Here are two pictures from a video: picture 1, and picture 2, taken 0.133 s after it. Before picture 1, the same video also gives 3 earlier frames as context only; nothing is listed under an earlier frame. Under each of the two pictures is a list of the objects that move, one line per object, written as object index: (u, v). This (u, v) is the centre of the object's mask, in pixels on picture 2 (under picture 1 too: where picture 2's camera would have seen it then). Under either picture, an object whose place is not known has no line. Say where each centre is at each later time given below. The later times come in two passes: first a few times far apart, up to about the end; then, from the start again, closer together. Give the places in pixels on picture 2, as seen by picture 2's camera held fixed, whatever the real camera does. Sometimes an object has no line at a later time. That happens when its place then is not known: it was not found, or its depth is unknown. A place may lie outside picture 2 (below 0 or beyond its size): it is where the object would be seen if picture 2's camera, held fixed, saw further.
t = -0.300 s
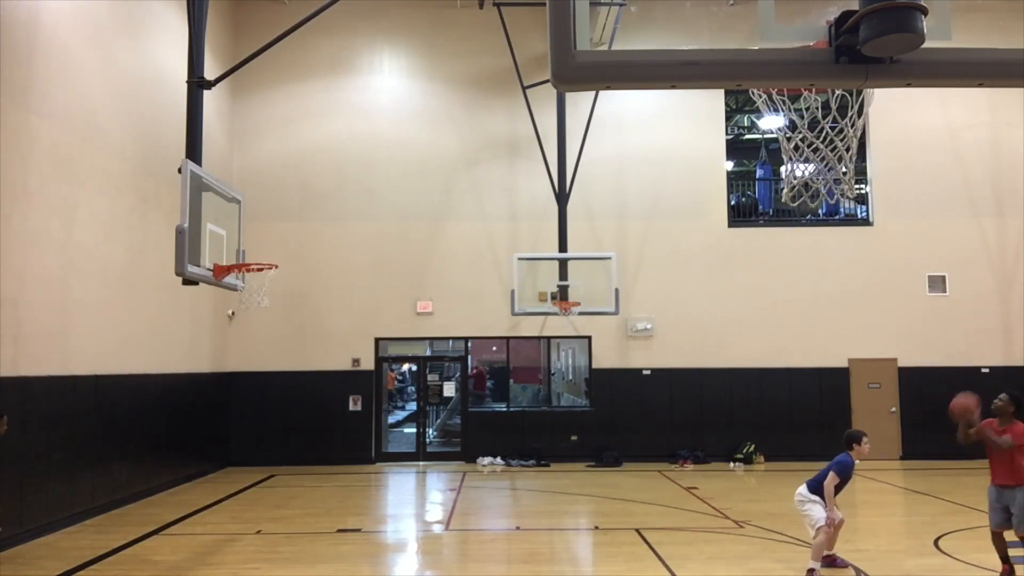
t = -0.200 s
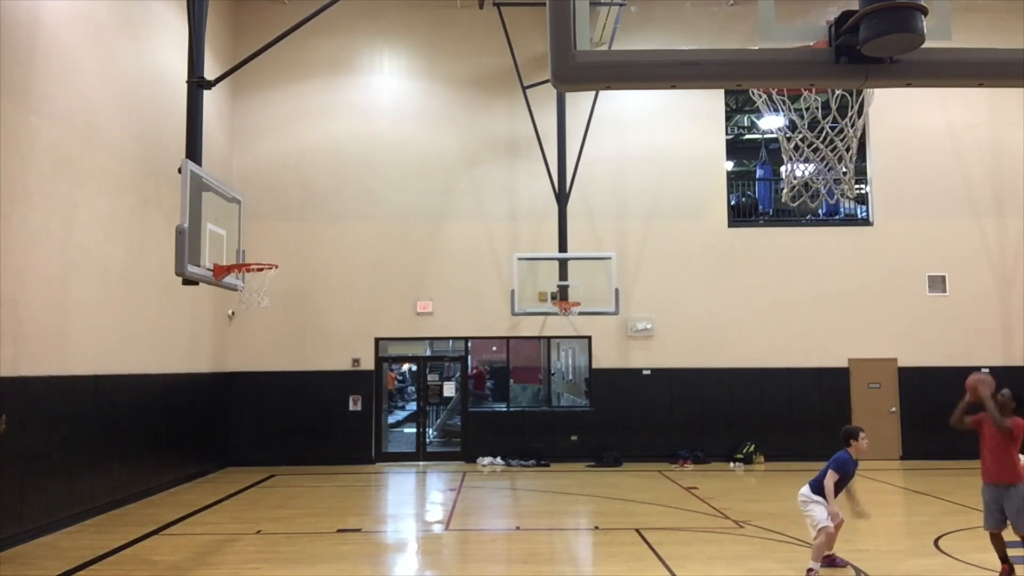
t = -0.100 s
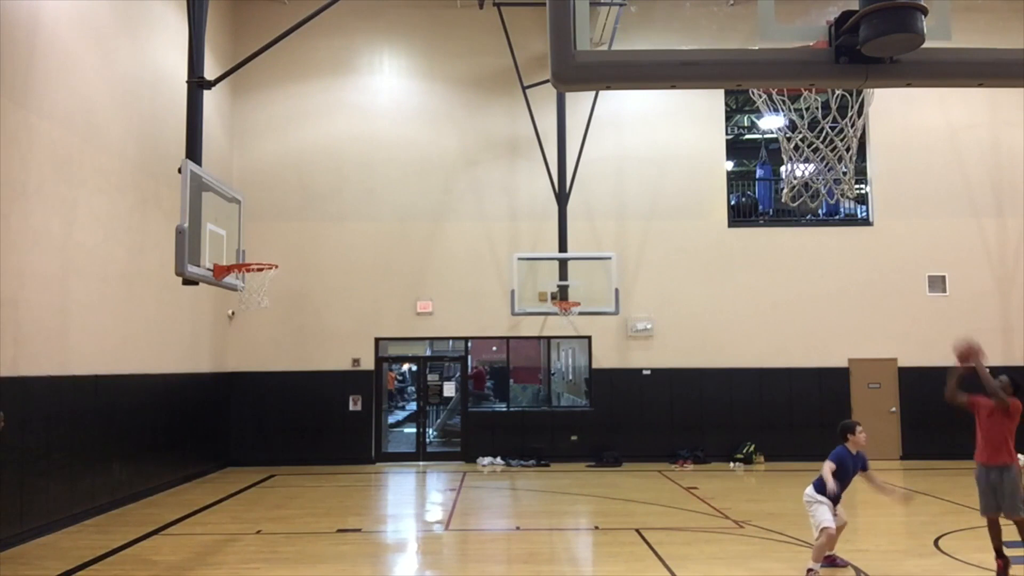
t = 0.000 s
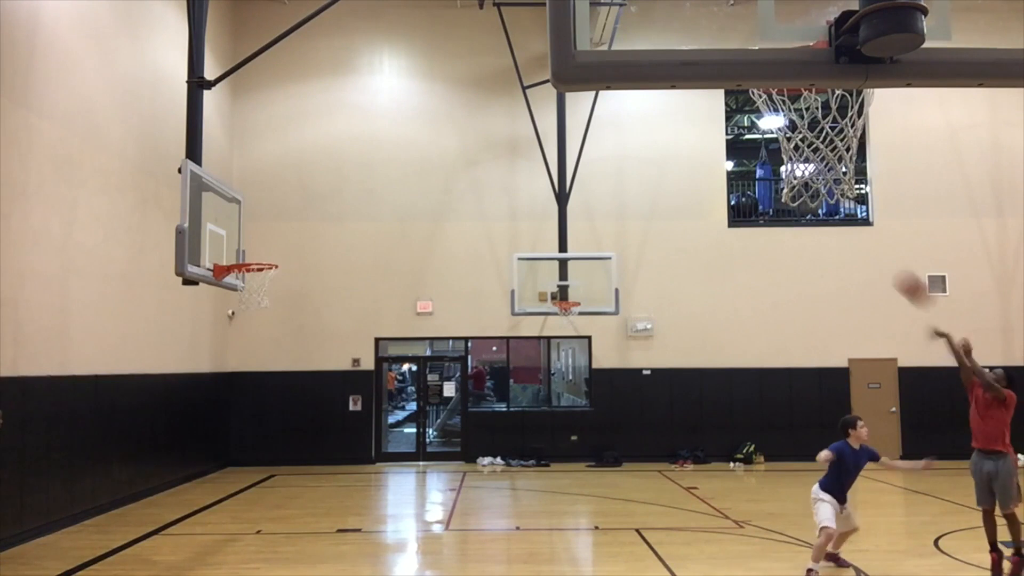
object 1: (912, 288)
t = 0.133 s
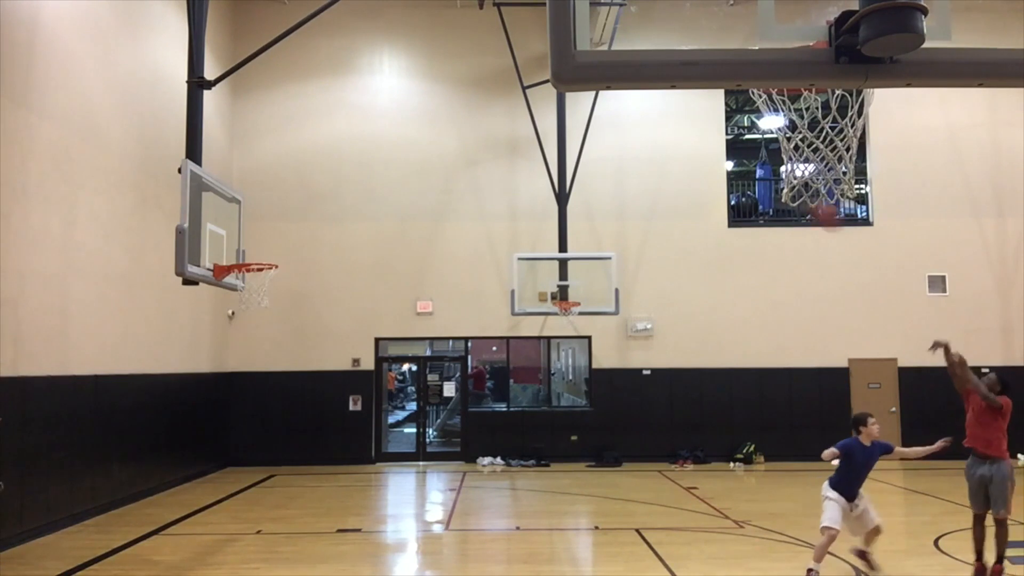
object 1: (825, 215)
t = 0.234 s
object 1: (759, 170)
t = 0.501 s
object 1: (602, 115)
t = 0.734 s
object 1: (475, 122)
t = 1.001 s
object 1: (342, 186)
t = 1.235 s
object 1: (234, 288)
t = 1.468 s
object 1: (217, 357)
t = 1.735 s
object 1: (193, 498)
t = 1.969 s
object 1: (211, 473)
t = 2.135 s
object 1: (234, 420)
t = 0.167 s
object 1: (804, 201)
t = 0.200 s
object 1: (773, 181)
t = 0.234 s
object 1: (759, 170)
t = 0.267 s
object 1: (741, 159)
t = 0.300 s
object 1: (719, 151)
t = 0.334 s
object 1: (697, 142)
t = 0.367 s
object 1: (677, 134)
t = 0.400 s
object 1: (658, 128)
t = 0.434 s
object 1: (639, 123)
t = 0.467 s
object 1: (620, 118)
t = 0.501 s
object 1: (602, 115)
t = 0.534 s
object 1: (581, 113)
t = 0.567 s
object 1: (564, 112)
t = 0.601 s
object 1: (546, 112)
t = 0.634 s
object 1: (527, 113)
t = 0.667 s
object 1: (510, 115)
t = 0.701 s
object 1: (493, 118)
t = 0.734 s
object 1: (475, 122)
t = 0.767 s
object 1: (459, 126)
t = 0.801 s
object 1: (442, 132)
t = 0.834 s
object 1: (425, 139)
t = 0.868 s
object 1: (408, 147)
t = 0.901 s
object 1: (391, 155)
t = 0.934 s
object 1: (375, 165)
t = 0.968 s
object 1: (359, 175)
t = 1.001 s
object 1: (342, 186)
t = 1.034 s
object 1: (325, 198)
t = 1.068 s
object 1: (309, 211)
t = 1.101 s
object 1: (293, 225)
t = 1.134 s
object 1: (277, 241)
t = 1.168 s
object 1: (264, 252)
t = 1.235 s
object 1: (234, 288)
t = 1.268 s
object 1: (231, 293)
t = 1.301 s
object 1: (228, 302)
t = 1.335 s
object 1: (226, 311)
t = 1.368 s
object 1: (224, 321)
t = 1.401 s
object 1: (221, 332)
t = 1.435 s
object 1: (219, 343)
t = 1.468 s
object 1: (217, 357)
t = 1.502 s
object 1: (214, 372)
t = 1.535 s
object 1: (211, 388)
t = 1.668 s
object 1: (201, 457)
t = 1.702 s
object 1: (198, 474)
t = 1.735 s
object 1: (193, 498)
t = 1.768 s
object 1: (191, 523)
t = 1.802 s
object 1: (188, 547)
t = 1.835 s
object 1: (190, 542)
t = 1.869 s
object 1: (196, 522)
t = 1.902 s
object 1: (200, 505)
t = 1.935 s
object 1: (204, 490)
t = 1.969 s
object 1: (211, 473)
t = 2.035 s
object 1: (220, 450)
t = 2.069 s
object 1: (225, 439)
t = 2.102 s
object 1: (229, 429)
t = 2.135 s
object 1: (234, 420)
